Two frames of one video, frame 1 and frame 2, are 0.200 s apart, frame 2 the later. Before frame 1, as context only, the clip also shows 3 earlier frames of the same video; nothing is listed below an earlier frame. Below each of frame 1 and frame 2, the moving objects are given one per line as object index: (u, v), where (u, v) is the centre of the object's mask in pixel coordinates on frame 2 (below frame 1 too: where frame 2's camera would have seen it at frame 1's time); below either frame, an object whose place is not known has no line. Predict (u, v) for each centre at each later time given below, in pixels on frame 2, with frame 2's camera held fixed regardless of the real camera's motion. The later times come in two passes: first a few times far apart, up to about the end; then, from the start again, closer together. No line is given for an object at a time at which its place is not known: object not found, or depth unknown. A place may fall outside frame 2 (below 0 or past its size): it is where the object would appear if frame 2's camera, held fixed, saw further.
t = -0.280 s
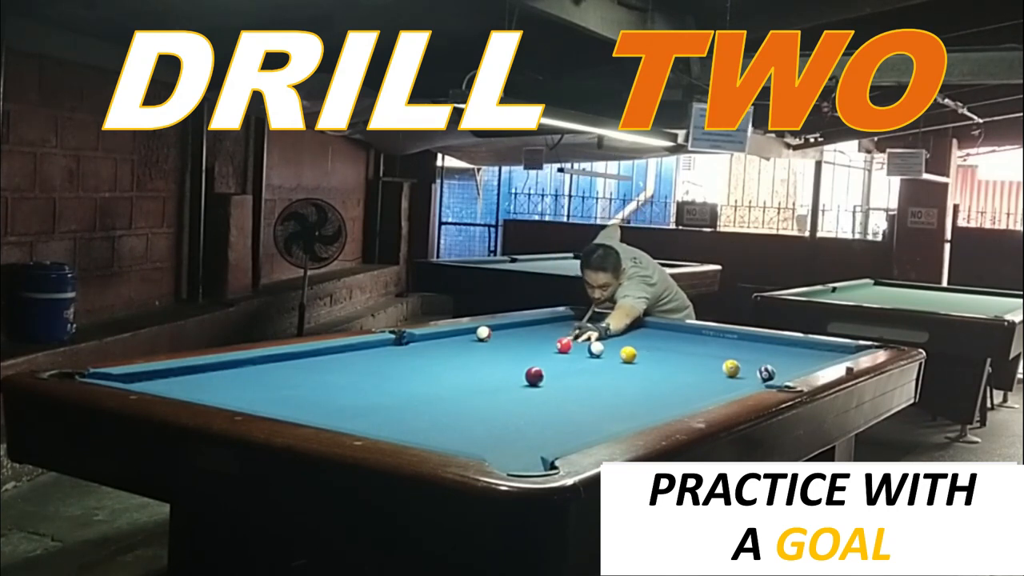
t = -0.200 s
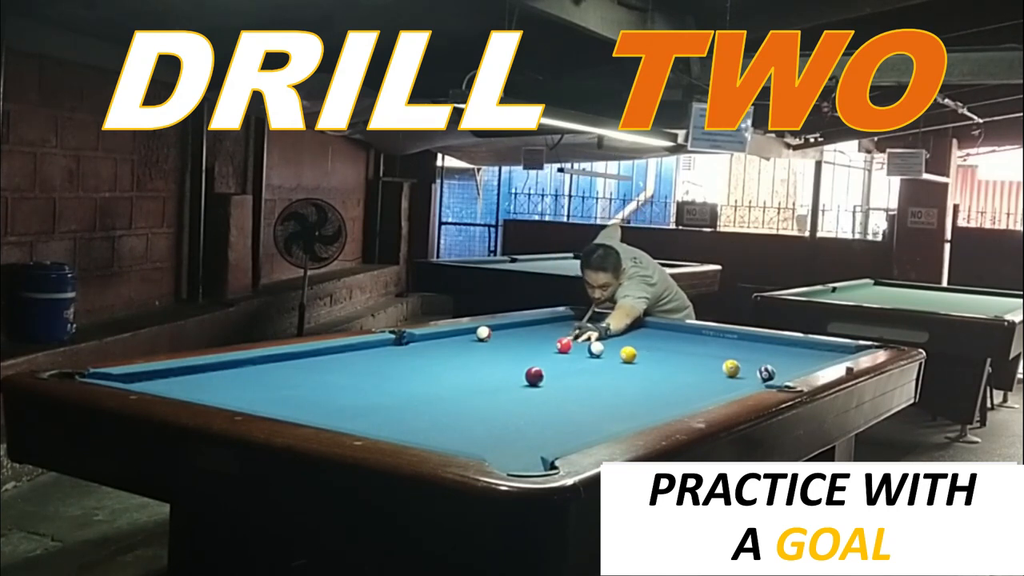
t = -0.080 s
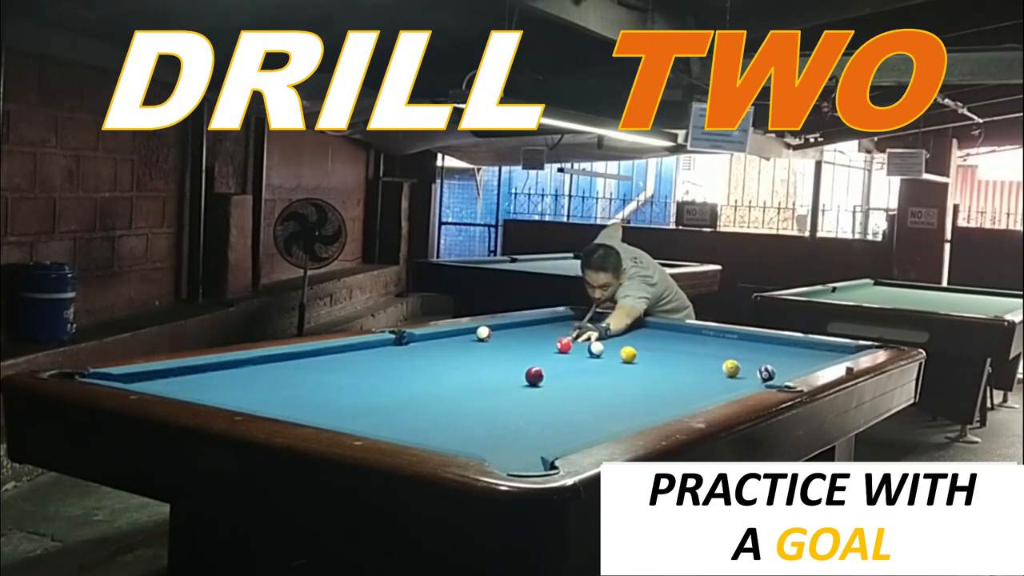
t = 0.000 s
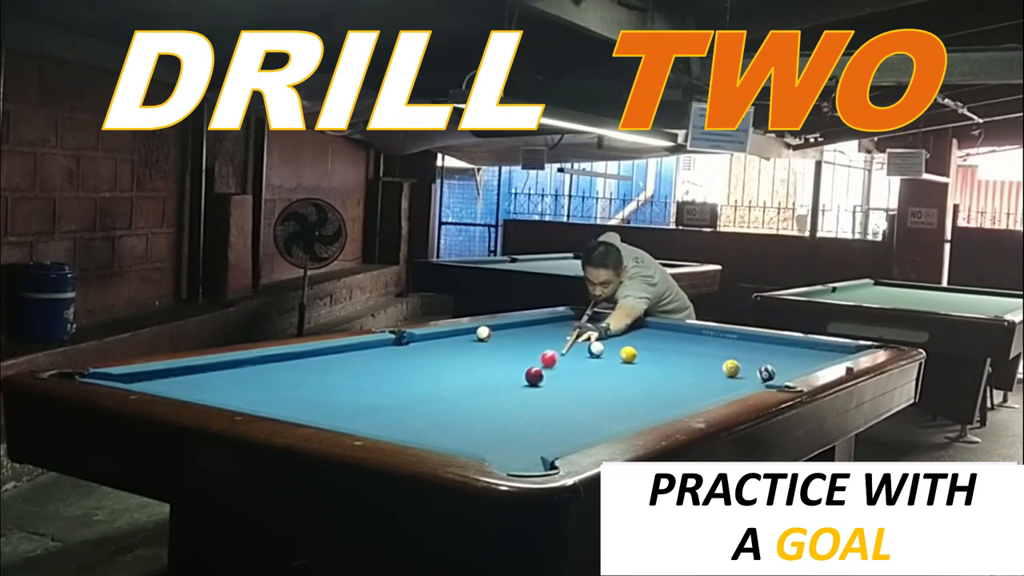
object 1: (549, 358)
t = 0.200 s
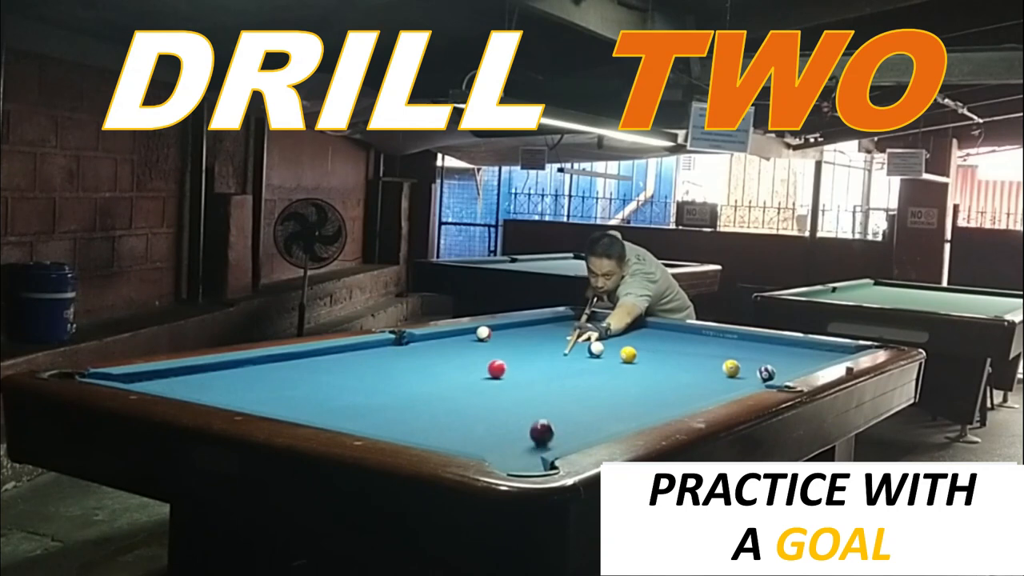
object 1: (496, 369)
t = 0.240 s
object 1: (484, 367)
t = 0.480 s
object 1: (434, 361)
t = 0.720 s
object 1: (392, 355)
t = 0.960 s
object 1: (355, 350)
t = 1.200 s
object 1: (346, 350)
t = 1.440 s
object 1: (359, 352)
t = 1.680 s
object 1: (368, 353)
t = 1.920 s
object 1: (373, 354)
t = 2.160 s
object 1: (376, 355)
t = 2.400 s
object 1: (376, 355)
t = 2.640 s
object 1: (376, 355)
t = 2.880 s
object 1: (376, 355)
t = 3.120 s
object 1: (376, 355)
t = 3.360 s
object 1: (376, 355)
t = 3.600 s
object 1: (376, 355)
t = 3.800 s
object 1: (376, 355)
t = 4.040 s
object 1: (376, 355)
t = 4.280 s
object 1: (376, 355)
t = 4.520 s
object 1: (376, 355)
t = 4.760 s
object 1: (376, 355)
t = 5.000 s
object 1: (376, 355)
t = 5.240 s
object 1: (376, 355)
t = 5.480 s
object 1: (376, 355)
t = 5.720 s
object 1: (376, 355)
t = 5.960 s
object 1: (376, 355)
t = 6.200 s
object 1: (376, 355)
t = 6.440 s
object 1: (376, 355)
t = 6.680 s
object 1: (376, 355)
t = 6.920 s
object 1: (376, 355)
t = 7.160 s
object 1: (376, 355)
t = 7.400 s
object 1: (376, 355)
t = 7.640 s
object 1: (376, 355)
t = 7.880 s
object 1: (376, 355)
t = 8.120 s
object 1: (376, 355)
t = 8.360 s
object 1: (376, 355)
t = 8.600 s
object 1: (376, 355)
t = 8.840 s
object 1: (376, 355)
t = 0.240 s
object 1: (484, 367)
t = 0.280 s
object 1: (475, 366)
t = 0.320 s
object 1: (468, 365)
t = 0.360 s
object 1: (460, 364)
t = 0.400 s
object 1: (453, 363)
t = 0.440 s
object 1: (445, 362)
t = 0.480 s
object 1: (434, 361)
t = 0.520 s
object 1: (428, 360)
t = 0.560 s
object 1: (421, 359)
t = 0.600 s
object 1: (414, 358)
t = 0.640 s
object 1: (408, 357)
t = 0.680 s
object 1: (401, 356)
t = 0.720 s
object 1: (392, 355)
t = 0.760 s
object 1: (386, 354)
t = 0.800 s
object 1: (380, 354)
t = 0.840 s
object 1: (375, 352)
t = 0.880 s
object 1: (369, 352)
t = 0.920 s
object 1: (364, 351)
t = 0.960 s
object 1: (355, 350)
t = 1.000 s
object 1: (351, 350)
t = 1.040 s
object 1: (346, 349)
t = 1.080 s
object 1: (341, 349)
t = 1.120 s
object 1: (342, 349)
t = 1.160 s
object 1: (344, 349)
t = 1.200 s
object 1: (346, 350)
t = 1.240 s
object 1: (349, 350)
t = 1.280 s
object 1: (351, 351)
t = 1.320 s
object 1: (354, 351)
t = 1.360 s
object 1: (355, 351)
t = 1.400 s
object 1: (357, 351)
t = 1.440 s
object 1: (359, 352)
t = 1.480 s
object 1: (361, 352)
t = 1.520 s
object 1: (362, 352)
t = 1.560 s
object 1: (364, 353)
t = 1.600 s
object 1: (365, 353)
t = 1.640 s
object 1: (367, 353)
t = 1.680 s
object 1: (368, 353)
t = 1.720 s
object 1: (369, 354)
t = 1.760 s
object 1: (370, 354)
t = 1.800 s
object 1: (371, 354)
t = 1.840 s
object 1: (372, 354)
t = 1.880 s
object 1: (372, 354)
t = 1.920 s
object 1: (373, 354)
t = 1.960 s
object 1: (374, 355)
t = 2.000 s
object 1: (374, 354)
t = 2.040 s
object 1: (375, 355)
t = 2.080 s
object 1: (375, 355)
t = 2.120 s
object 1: (376, 355)
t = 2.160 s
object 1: (376, 355)
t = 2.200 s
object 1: (376, 355)
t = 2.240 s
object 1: (376, 355)
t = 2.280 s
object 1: (376, 355)
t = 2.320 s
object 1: (376, 355)
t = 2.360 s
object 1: (376, 355)
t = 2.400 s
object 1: (376, 355)
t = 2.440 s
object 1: (376, 355)
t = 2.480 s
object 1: (376, 355)
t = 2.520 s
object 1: (376, 355)
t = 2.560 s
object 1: (376, 355)
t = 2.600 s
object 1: (376, 355)
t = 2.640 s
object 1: (376, 355)
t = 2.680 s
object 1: (376, 355)
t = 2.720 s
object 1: (376, 355)
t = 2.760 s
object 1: (376, 355)
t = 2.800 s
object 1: (376, 355)
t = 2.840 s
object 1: (376, 355)
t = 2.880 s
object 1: (376, 355)
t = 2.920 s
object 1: (376, 355)
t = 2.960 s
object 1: (376, 355)
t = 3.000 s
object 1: (376, 355)
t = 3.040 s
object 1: (376, 355)
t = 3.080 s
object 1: (376, 354)
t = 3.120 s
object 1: (376, 355)
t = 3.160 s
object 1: (376, 355)
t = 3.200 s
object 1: (376, 355)
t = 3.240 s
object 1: (376, 355)
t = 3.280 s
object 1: (376, 355)
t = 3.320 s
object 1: (376, 355)
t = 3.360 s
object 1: (376, 355)
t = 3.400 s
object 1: (376, 355)
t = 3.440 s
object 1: (376, 355)
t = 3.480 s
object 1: (376, 355)
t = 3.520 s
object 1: (376, 355)
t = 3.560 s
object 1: (376, 355)
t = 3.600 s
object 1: (376, 355)
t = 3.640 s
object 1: (376, 355)
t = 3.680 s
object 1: (376, 355)
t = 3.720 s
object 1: (376, 355)
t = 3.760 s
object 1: (376, 355)
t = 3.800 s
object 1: (376, 355)
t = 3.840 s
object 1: (376, 355)
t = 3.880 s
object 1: (376, 355)
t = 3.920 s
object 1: (376, 355)
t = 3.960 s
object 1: (376, 355)
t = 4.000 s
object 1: (376, 355)
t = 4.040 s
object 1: (376, 355)
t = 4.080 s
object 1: (376, 354)
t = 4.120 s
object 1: (376, 355)
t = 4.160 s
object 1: (376, 355)
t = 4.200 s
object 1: (376, 355)
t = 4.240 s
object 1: (376, 355)
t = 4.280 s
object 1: (376, 355)
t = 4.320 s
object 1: (376, 355)
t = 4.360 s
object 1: (376, 355)
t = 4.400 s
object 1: (376, 355)
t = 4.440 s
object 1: (376, 355)
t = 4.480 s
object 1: (376, 355)
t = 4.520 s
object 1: (376, 355)
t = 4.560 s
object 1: (376, 355)
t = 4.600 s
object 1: (376, 355)
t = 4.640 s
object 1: (376, 355)
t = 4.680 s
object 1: (376, 355)
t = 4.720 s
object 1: (376, 354)
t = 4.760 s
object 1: (376, 355)
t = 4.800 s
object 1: (376, 355)
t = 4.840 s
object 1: (376, 355)
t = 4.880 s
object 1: (376, 354)
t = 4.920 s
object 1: (376, 355)
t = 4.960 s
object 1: (376, 355)
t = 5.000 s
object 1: (376, 355)
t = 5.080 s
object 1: (376, 355)
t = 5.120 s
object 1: (376, 355)
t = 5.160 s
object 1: (376, 355)
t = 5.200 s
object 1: (376, 355)
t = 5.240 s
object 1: (376, 355)
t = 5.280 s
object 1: (376, 355)
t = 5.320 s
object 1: (376, 355)
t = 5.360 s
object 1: (376, 355)
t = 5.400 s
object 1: (376, 355)
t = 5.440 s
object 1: (376, 355)
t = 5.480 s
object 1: (376, 355)
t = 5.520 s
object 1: (376, 355)
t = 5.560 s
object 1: (376, 355)
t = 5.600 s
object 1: (376, 355)
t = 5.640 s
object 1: (376, 355)
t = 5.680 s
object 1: (376, 355)
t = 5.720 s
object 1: (376, 355)
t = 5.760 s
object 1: (376, 355)
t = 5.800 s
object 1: (376, 355)
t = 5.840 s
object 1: (376, 355)
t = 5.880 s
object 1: (376, 355)
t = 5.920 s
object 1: (376, 355)
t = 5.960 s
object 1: (376, 355)
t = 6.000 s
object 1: (376, 355)
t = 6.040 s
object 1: (376, 355)
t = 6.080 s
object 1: (376, 355)
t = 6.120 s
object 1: (376, 355)
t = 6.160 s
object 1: (376, 355)
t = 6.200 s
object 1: (376, 355)
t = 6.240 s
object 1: (376, 355)
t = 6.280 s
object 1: (376, 355)
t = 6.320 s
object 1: (376, 355)
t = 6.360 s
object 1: (376, 355)
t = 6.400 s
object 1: (376, 355)
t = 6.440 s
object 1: (376, 355)
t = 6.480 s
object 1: (376, 355)
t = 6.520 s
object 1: (376, 355)
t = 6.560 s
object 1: (376, 355)
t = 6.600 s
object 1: (376, 355)
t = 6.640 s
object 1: (376, 355)
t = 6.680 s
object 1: (376, 355)
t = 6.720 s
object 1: (376, 355)
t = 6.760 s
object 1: (376, 355)
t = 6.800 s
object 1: (376, 355)
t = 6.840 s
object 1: (376, 355)
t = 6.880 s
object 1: (376, 355)
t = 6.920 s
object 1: (376, 355)
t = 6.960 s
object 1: (376, 355)
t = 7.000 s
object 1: (376, 355)
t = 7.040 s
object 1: (376, 355)
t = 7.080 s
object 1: (376, 355)
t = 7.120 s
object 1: (376, 355)
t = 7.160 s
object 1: (376, 355)
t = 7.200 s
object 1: (376, 355)
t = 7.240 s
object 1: (376, 355)
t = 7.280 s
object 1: (376, 355)
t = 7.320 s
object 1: (376, 355)
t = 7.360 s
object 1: (376, 355)
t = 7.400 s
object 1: (376, 355)
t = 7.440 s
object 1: (376, 355)
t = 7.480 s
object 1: (376, 355)
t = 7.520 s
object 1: (376, 355)
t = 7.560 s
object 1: (376, 355)
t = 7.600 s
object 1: (376, 355)
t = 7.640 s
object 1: (376, 355)
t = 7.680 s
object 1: (376, 355)
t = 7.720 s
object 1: (376, 355)
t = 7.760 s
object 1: (376, 355)
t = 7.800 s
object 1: (376, 355)
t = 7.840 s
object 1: (376, 355)
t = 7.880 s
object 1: (376, 355)
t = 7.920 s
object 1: (376, 355)
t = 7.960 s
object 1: (376, 355)
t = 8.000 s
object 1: (376, 355)
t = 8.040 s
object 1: (376, 355)
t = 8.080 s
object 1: (376, 355)
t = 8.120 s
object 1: (376, 355)
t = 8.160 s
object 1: (376, 355)
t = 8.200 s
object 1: (376, 355)
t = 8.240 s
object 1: (376, 355)
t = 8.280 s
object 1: (376, 355)
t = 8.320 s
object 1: (376, 355)
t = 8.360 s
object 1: (376, 355)
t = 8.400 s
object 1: (376, 355)
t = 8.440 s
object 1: (376, 355)
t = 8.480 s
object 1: (376, 355)
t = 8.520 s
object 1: (376, 355)
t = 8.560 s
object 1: (376, 355)
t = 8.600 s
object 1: (376, 355)
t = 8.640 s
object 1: (376, 355)
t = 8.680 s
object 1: (376, 355)
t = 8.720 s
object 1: (376, 355)
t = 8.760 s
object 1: (376, 355)
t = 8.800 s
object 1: (376, 355)
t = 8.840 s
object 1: (376, 355)
